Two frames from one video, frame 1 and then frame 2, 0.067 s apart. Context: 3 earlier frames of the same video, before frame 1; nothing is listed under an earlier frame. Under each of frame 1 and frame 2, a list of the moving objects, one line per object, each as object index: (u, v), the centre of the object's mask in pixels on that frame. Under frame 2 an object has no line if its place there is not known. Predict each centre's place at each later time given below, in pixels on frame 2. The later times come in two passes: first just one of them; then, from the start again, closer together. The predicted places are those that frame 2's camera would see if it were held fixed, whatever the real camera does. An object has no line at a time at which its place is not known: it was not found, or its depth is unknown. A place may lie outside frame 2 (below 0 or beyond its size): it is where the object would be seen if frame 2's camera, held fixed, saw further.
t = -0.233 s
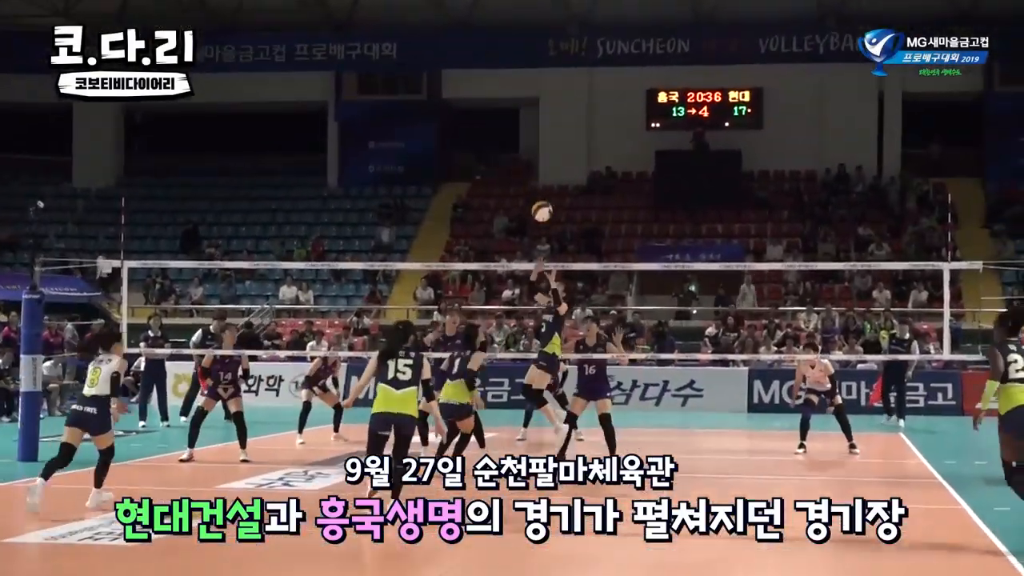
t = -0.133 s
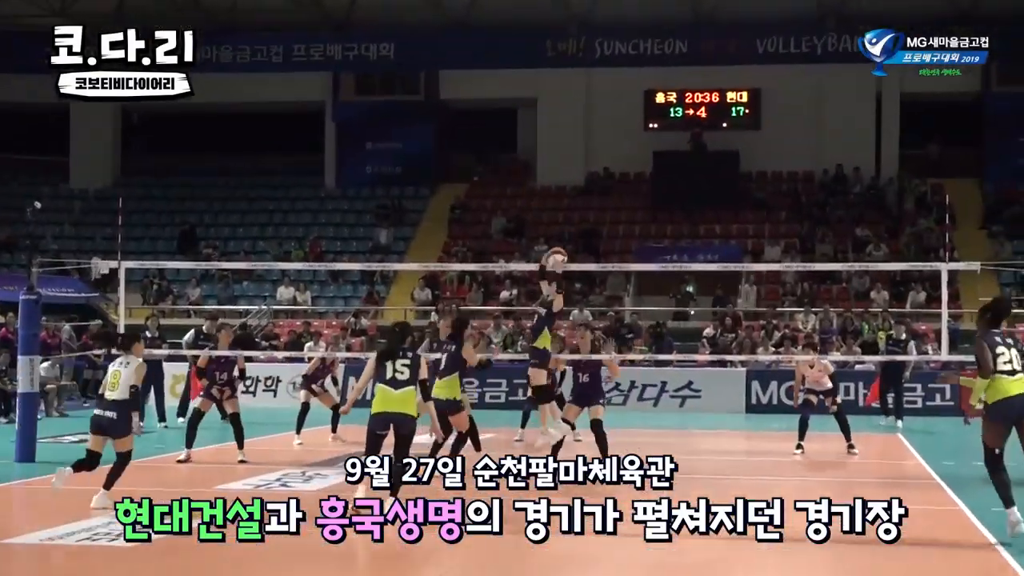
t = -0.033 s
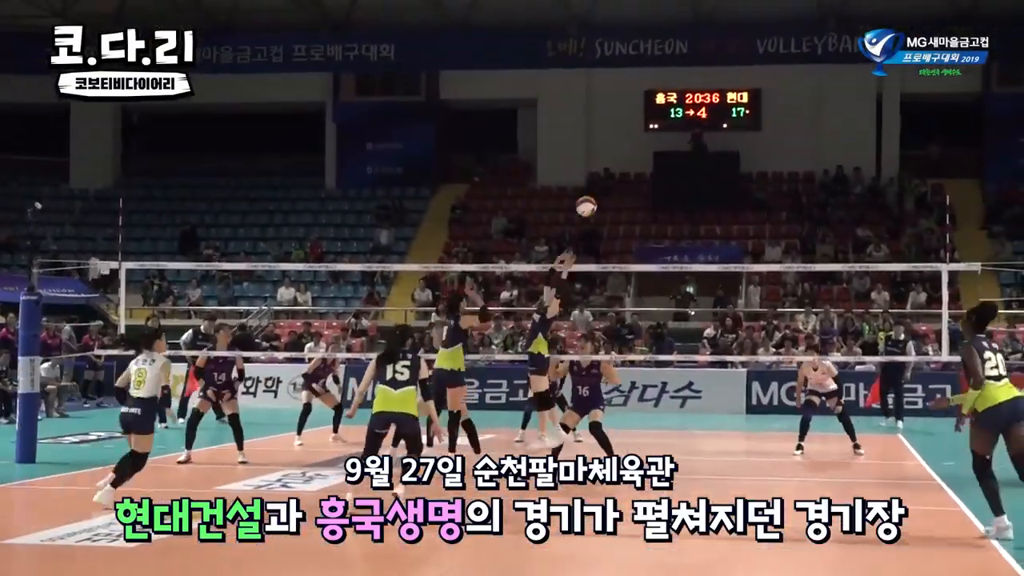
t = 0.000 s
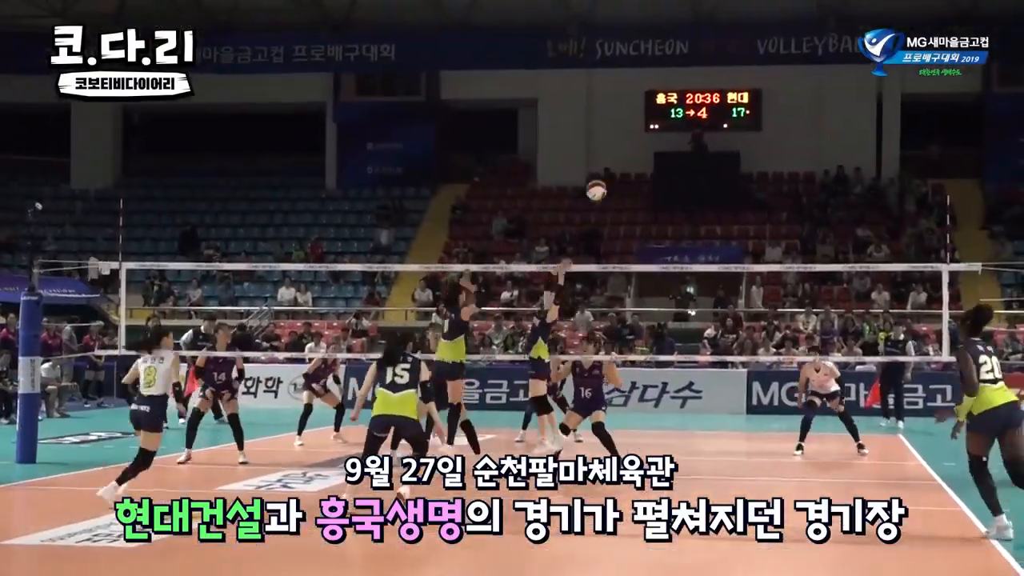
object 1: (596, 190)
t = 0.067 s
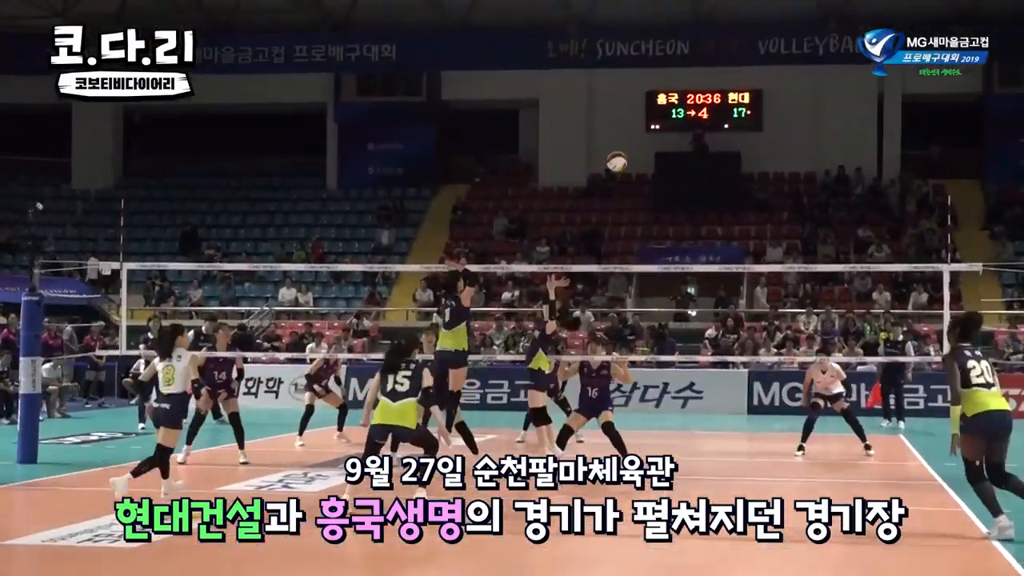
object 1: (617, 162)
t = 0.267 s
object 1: (676, 99)
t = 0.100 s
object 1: (626, 148)
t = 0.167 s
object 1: (647, 126)
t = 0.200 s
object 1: (656, 116)
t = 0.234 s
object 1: (666, 106)
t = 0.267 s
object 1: (676, 99)
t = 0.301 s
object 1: (685, 92)
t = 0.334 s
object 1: (695, 87)
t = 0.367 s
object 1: (705, 82)
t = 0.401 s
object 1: (715, 79)
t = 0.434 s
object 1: (725, 77)
